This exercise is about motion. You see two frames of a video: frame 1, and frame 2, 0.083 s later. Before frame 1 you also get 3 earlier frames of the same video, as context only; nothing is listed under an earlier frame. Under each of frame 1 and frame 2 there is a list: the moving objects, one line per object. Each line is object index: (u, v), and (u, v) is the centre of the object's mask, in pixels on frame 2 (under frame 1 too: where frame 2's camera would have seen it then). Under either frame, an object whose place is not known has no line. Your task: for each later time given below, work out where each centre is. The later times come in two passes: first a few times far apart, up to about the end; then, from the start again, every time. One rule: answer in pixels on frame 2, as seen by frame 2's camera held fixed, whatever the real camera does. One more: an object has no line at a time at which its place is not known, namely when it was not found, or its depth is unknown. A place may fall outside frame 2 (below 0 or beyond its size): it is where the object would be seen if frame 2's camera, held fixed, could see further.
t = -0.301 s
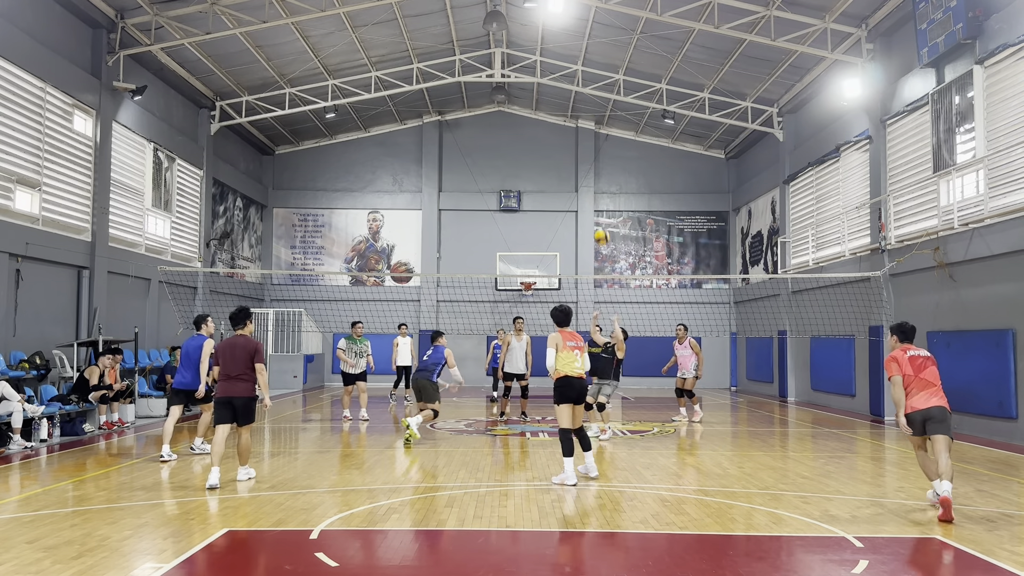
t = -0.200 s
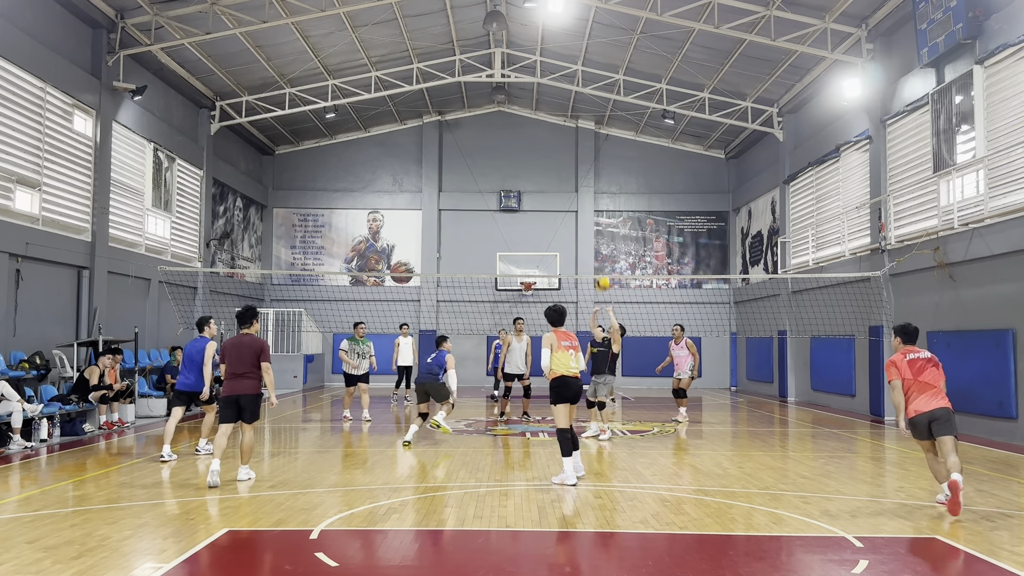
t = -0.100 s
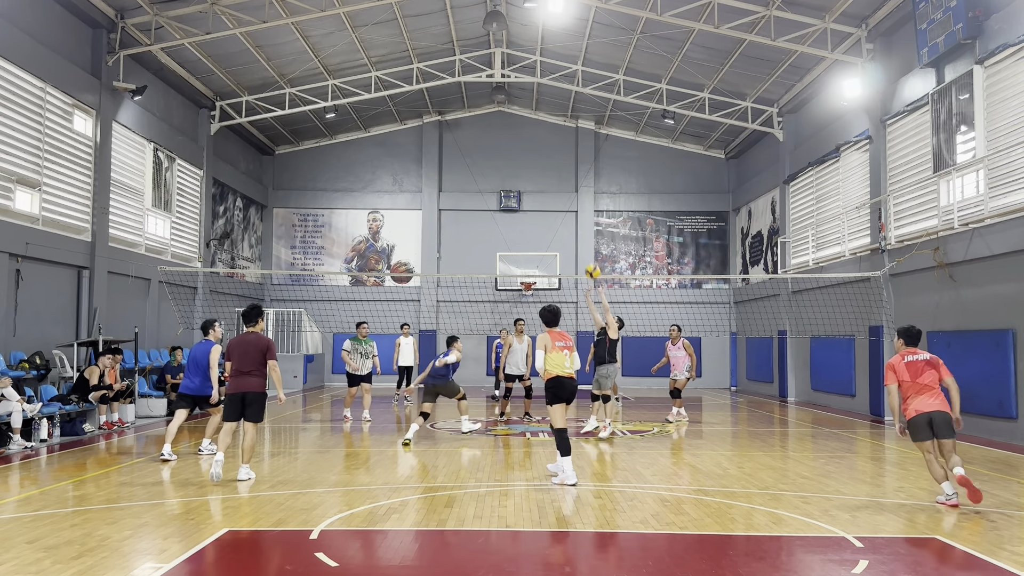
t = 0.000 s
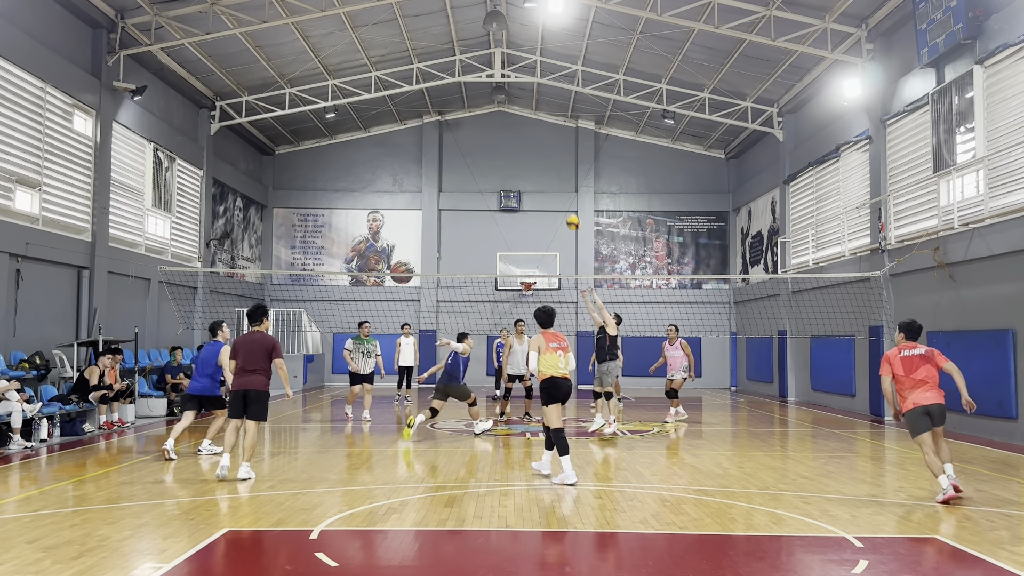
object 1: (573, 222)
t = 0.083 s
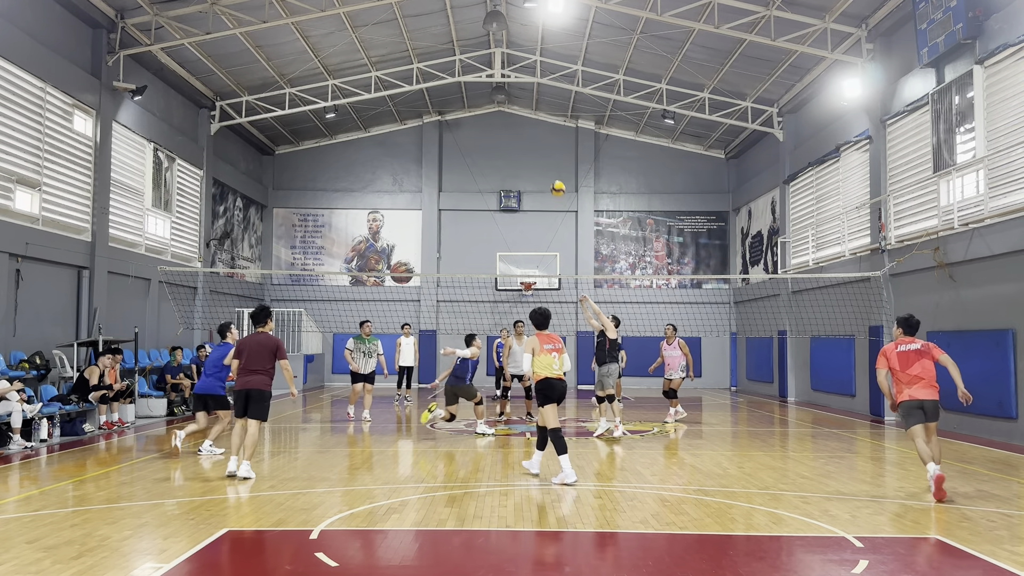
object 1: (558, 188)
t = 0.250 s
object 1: (527, 136)
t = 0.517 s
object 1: (479, 97)
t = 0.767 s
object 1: (437, 104)
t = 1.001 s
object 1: (398, 147)
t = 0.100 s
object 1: (555, 182)
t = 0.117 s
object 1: (552, 177)
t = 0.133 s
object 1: (549, 171)
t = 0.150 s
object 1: (545, 163)
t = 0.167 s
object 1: (542, 158)
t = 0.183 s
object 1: (539, 153)
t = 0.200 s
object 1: (536, 148)
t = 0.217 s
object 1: (532, 144)
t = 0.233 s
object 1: (529, 140)
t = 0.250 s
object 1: (527, 136)
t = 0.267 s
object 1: (524, 132)
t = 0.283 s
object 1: (521, 129)
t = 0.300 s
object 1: (518, 125)
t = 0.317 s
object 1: (515, 122)
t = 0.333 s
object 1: (512, 119)
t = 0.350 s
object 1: (509, 116)
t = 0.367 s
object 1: (507, 113)
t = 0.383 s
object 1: (504, 111)
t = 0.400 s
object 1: (501, 108)
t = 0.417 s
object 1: (497, 106)
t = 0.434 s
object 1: (495, 104)
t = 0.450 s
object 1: (492, 102)
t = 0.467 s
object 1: (489, 101)
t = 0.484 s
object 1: (486, 99)
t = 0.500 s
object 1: (483, 98)
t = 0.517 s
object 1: (479, 97)
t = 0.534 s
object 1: (476, 96)
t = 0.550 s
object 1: (474, 95)
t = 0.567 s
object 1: (471, 95)
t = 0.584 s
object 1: (468, 95)
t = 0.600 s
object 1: (466, 95)
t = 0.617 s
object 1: (463, 95)
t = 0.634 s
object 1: (460, 95)
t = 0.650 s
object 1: (457, 95)
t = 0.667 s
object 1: (454, 96)
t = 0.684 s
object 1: (452, 96)
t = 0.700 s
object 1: (449, 97)
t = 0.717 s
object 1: (447, 98)
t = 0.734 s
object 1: (443, 101)
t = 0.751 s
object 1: (440, 102)
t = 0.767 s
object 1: (437, 104)
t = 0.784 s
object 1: (434, 106)
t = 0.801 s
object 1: (432, 108)
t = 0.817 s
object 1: (429, 111)
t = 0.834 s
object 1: (426, 113)
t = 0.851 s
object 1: (423, 115)
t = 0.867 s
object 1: (420, 119)
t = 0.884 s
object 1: (418, 121)
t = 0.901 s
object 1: (415, 124)
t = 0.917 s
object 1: (412, 128)
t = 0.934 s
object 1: (410, 131)
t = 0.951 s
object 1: (406, 135)
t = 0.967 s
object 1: (404, 139)
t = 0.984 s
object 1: (401, 143)
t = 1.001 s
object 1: (398, 147)
